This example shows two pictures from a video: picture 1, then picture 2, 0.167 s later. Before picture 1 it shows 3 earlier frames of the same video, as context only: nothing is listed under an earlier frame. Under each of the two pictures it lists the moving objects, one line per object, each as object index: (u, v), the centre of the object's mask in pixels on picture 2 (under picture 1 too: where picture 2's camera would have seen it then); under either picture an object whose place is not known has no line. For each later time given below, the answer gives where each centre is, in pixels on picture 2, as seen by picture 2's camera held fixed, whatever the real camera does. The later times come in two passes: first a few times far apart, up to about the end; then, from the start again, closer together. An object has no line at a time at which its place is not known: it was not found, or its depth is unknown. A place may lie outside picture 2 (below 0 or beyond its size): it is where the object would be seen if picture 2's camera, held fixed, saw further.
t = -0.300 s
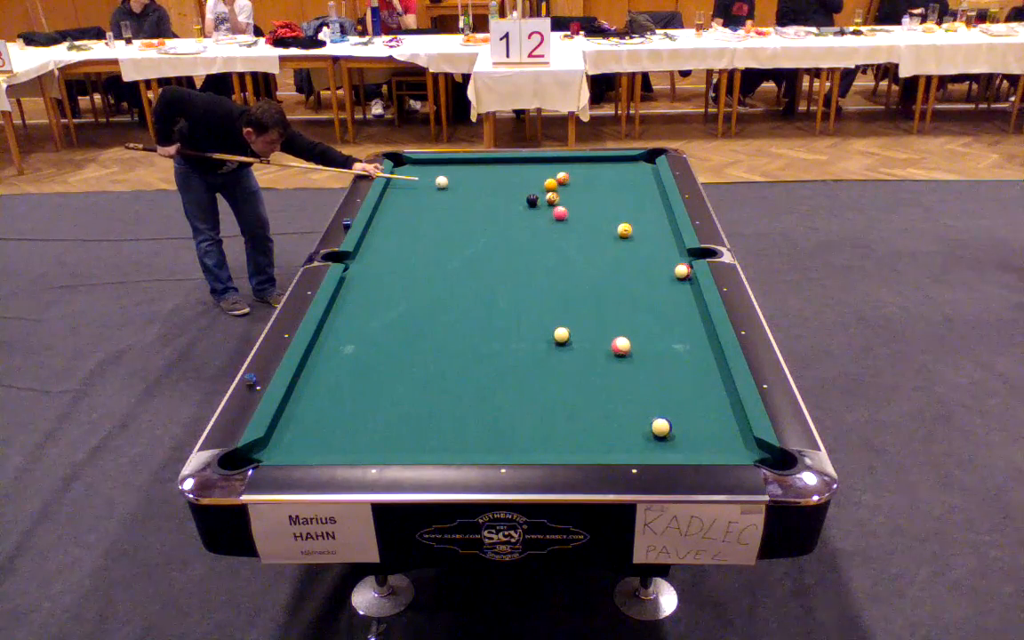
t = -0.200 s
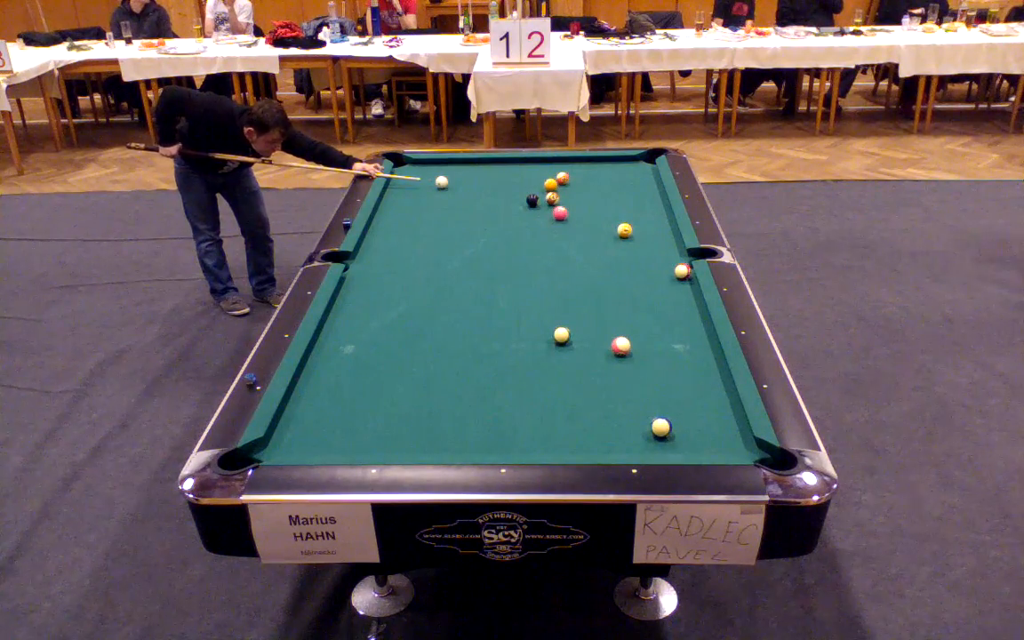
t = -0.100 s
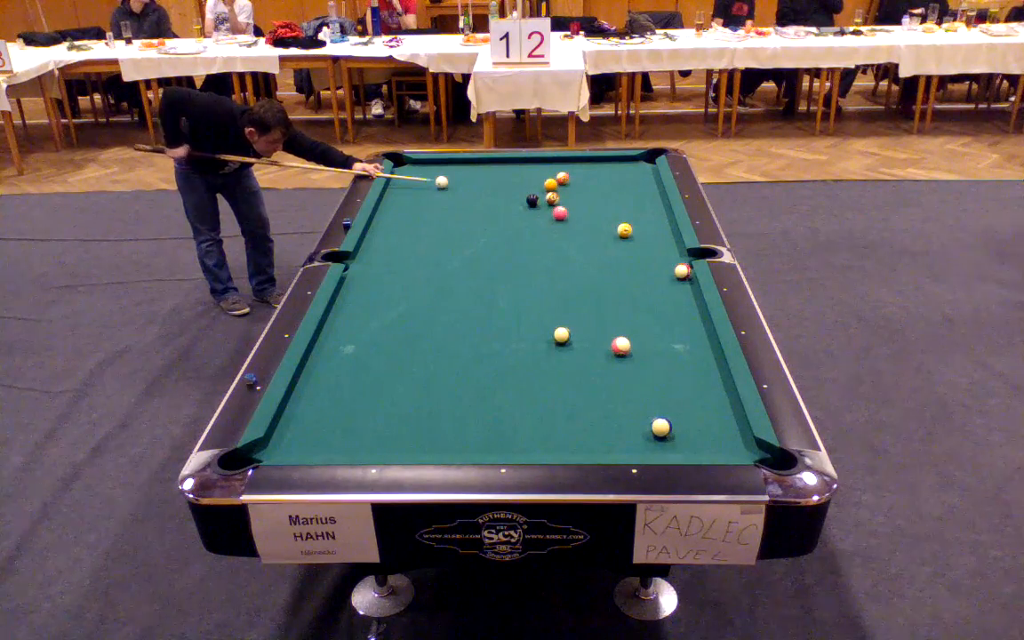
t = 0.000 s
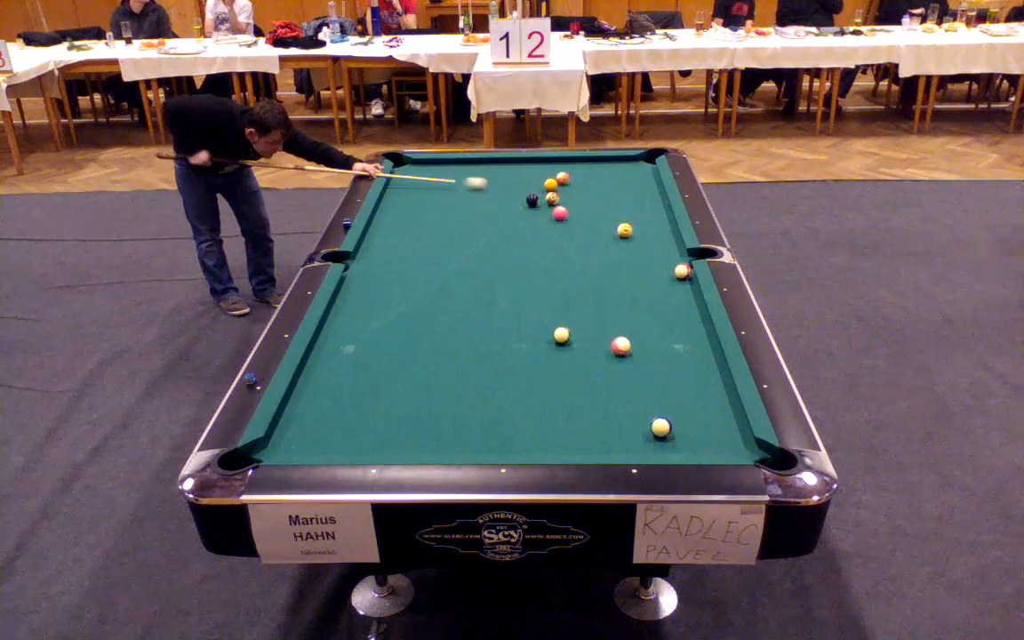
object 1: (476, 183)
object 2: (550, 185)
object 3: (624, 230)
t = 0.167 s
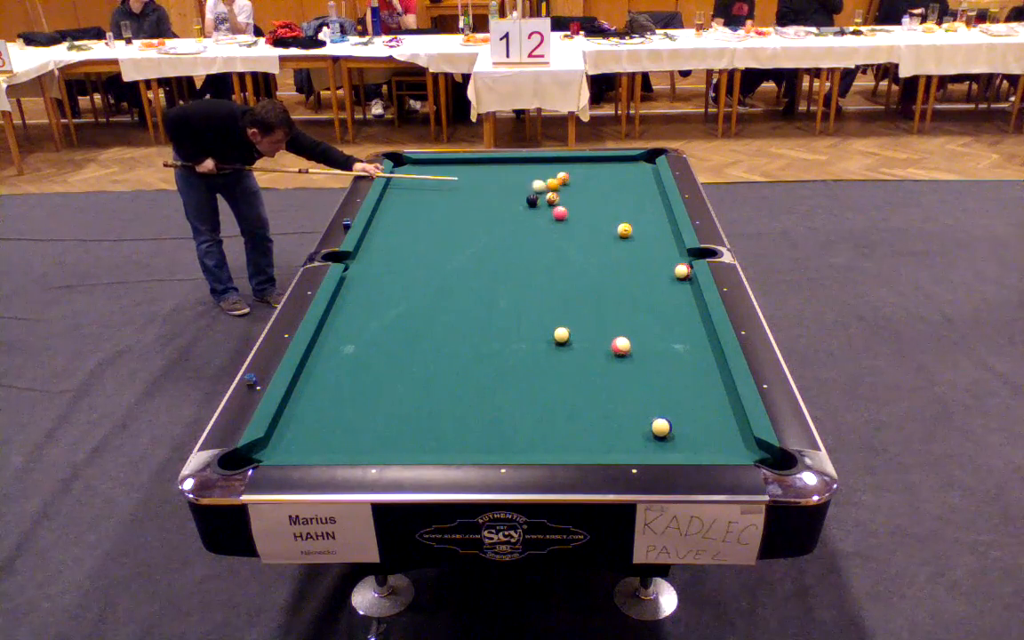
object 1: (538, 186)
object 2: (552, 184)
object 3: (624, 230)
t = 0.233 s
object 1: (542, 188)
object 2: (573, 182)
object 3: (625, 230)
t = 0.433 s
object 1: (564, 195)
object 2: (619, 178)
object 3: (625, 230)
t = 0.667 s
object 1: (594, 202)
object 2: (646, 175)
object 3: (624, 230)
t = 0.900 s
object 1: (625, 209)
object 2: (618, 174)
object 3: (625, 230)
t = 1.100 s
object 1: (651, 215)
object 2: (597, 173)
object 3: (624, 230)
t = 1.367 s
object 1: (660, 222)
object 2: (570, 172)
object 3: (624, 230)
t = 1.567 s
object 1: (648, 226)
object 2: (550, 171)
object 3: (625, 230)
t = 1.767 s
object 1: (639, 230)
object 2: (531, 171)
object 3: (623, 230)
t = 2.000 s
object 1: (638, 233)
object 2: (511, 170)
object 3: (614, 231)
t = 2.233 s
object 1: (637, 236)
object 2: (491, 169)
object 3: (606, 232)
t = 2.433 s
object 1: (636, 238)
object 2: (476, 168)
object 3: (601, 233)
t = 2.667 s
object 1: (635, 240)
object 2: (458, 167)
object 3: (595, 233)
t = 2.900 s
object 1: (634, 242)
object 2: (442, 166)
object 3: (590, 234)
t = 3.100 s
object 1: (634, 243)
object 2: (429, 166)
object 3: (587, 234)
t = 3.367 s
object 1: (634, 244)
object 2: (412, 164)
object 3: (584, 234)
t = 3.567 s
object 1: (634, 244)
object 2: (401, 164)
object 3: (583, 234)
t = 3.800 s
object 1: (634, 244)
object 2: (397, 162)
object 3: (583, 234)
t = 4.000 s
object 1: (634, 244)
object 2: (396, 165)
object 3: (583, 235)
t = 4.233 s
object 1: (634, 244)
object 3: (583, 235)
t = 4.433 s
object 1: (634, 244)
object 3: (582, 234)
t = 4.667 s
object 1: (634, 244)
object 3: (583, 234)
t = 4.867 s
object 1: (634, 244)
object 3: (583, 234)
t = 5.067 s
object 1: (634, 244)
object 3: (583, 234)
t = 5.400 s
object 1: (634, 244)
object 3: (583, 234)
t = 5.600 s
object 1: (634, 244)
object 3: (583, 235)
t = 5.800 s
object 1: (634, 244)
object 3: (583, 234)
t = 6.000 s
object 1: (634, 244)
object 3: (583, 235)
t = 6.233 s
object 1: (634, 244)
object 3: (583, 235)
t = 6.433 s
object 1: (634, 244)
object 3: (583, 234)
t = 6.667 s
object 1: (634, 244)
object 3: (583, 234)
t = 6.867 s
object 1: (634, 244)
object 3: (583, 235)
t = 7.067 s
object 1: (634, 244)
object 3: (583, 234)
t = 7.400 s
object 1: (634, 244)
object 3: (583, 235)
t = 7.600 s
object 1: (634, 244)
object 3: (583, 234)
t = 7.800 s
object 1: (634, 244)
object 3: (583, 234)
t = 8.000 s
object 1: (634, 244)
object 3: (583, 234)
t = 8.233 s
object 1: (634, 244)
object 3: (583, 235)
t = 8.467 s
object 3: (581, 233)
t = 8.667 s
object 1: (634, 244)
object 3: (583, 235)
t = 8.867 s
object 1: (634, 244)
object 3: (583, 234)
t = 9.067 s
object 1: (634, 244)
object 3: (583, 235)
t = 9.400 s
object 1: (634, 244)
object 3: (583, 235)
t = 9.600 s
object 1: (634, 244)
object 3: (583, 235)
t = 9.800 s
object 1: (634, 244)
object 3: (583, 235)
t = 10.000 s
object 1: (634, 244)
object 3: (583, 235)
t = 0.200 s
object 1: (540, 187)
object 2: (563, 183)
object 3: (625, 230)
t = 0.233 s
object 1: (542, 188)
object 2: (573, 182)
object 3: (625, 230)
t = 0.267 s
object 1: (544, 189)
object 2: (582, 182)
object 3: (624, 230)
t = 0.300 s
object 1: (546, 189)
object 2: (590, 181)
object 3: (624, 230)
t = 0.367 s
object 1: (557, 191)
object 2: (604, 180)
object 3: (624, 230)
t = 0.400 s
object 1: (561, 194)
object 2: (612, 179)
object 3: (624, 230)
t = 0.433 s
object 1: (564, 195)
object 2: (619, 178)
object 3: (625, 230)
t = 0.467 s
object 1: (568, 197)
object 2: (625, 177)
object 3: (625, 230)
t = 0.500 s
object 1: (573, 197)
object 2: (632, 177)
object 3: (625, 230)
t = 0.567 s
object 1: (581, 200)
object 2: (646, 176)
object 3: (625, 230)
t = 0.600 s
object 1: (585, 201)
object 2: (652, 176)
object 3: (625, 230)
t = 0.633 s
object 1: (589, 202)
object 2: (650, 175)
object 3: (624, 230)
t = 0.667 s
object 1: (594, 202)
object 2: (646, 175)
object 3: (624, 230)
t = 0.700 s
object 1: (598, 203)
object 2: (641, 175)
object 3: (624, 230)
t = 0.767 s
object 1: (607, 205)
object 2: (633, 175)
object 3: (624, 230)
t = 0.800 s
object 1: (611, 207)
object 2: (629, 175)
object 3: (625, 230)
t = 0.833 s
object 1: (616, 207)
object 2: (626, 175)
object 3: (625, 230)
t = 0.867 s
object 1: (620, 208)
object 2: (622, 174)
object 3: (625, 230)
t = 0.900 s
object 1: (625, 209)
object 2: (618, 174)
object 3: (625, 230)
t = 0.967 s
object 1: (634, 211)
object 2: (611, 174)
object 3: (625, 230)
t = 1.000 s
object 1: (638, 212)
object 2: (607, 174)
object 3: (625, 230)
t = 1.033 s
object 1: (642, 213)
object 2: (604, 174)
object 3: (625, 230)
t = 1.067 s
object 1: (647, 214)
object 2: (600, 173)
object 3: (625, 230)
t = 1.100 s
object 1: (651, 215)
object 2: (597, 173)
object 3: (624, 230)
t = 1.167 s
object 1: (660, 217)
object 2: (590, 173)
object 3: (624, 230)
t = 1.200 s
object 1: (665, 218)
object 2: (586, 173)
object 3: (625, 230)
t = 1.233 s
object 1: (668, 219)
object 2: (583, 173)
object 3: (625, 230)
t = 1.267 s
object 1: (666, 220)
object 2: (579, 173)
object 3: (625, 230)
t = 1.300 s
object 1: (664, 220)
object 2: (576, 173)
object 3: (625, 230)
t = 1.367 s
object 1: (660, 222)
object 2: (570, 172)
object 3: (624, 230)
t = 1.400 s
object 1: (658, 222)
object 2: (567, 171)
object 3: (624, 230)
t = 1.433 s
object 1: (656, 223)
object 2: (563, 170)
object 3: (624, 230)
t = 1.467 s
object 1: (654, 224)
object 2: (559, 169)
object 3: (625, 230)
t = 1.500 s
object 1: (652, 225)
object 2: (556, 170)
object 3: (625, 230)
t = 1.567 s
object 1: (648, 226)
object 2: (550, 171)
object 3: (625, 230)
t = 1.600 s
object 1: (646, 227)
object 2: (547, 171)
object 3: (624, 230)
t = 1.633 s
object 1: (645, 227)
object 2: (544, 171)
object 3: (624, 230)
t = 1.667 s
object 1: (643, 228)
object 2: (541, 171)
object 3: (624, 230)
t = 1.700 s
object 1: (641, 229)
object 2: (538, 171)
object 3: (624, 230)
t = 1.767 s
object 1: (639, 230)
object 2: (531, 171)
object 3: (623, 230)
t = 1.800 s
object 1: (638, 230)
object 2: (528, 170)
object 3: (622, 231)
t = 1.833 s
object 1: (638, 231)
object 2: (526, 170)
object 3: (621, 230)
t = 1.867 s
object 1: (638, 231)
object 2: (522, 170)
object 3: (619, 231)
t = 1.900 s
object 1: (638, 232)
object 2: (519, 170)
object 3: (618, 231)
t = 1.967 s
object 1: (638, 233)
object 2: (514, 170)
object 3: (615, 231)
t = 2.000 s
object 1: (638, 233)
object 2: (511, 170)
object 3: (614, 231)
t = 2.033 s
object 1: (637, 234)
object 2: (508, 169)
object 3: (613, 231)
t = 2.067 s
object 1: (637, 234)
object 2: (505, 169)
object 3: (612, 231)
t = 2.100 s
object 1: (637, 234)
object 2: (502, 169)
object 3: (611, 231)
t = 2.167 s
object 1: (637, 235)
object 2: (497, 169)
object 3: (608, 232)
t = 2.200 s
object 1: (637, 236)
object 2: (494, 169)
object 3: (607, 232)
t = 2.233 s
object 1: (637, 236)
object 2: (491, 169)
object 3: (606, 232)
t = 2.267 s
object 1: (636, 236)
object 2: (489, 168)
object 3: (605, 232)
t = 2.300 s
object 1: (636, 237)
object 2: (486, 168)
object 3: (605, 232)
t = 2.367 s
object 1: (636, 237)
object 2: (481, 168)
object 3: (603, 232)
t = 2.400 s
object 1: (636, 238)
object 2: (478, 168)
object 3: (602, 233)
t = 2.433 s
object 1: (636, 238)
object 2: (476, 168)
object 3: (601, 233)
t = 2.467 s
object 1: (635, 238)
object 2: (473, 168)
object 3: (600, 233)
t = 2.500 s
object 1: (635, 239)
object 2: (471, 168)
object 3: (599, 233)
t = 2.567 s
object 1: (635, 239)
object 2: (466, 167)
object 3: (597, 233)
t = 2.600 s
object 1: (635, 240)
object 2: (463, 167)
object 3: (597, 233)
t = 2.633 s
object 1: (635, 240)
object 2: (461, 167)
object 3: (596, 233)
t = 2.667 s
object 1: (635, 240)
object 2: (458, 167)
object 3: (595, 233)
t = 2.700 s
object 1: (635, 240)
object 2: (456, 167)
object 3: (594, 233)
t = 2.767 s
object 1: (635, 241)
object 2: (451, 167)
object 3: (593, 233)
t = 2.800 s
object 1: (635, 241)
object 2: (449, 167)
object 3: (592, 233)
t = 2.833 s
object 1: (635, 241)
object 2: (447, 166)
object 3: (591, 234)
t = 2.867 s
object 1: (634, 242)
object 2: (444, 166)
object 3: (591, 234)
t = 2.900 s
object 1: (634, 242)
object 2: (442, 166)
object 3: (590, 234)
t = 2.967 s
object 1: (634, 242)
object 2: (437, 166)
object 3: (589, 234)
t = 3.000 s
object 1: (634, 242)
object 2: (435, 166)
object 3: (589, 234)
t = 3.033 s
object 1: (634, 243)
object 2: (433, 166)
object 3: (588, 234)
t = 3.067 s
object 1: (634, 243)
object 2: (431, 166)
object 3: (587, 234)
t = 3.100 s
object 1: (634, 243)
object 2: (429, 166)
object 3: (587, 234)
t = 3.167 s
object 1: (634, 243)
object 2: (425, 165)
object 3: (586, 234)
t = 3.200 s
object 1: (634, 243)
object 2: (423, 165)
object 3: (586, 234)
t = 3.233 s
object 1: (634, 243)
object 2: (420, 165)
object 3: (585, 234)
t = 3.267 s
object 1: (634, 243)
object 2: (419, 165)
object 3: (585, 234)
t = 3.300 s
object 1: (634, 243)
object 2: (416, 165)
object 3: (585, 234)
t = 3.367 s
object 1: (634, 244)
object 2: (412, 164)
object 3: (584, 234)
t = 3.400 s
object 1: (634, 244)
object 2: (410, 164)
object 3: (584, 234)
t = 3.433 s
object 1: (634, 244)
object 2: (409, 164)
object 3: (584, 234)
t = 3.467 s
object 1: (634, 244)
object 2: (406, 164)
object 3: (584, 234)
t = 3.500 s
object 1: (634, 244)
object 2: (405, 164)
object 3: (583, 234)
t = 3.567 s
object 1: (634, 244)
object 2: (401, 164)
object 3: (583, 234)
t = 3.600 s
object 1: (634, 244)
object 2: (399, 164)
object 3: (583, 234)
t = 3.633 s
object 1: (634, 244)
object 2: (398, 163)
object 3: (583, 235)
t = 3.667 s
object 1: (634, 244)
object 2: (398, 163)
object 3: (583, 234)
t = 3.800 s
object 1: (634, 244)
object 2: (397, 162)
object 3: (583, 234)
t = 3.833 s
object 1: (634, 244)
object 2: (397, 162)
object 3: (582, 234)
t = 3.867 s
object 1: (634, 244)
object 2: (397, 161)
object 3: (583, 234)
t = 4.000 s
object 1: (634, 244)
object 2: (396, 165)
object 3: (583, 235)
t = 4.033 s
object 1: (634, 244)
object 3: (583, 234)
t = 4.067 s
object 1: (634, 244)
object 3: (583, 235)
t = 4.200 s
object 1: (634, 244)
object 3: (583, 234)
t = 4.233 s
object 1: (634, 244)
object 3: (583, 235)
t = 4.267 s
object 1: (634, 244)
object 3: (583, 234)
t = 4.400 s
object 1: (634, 244)
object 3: (582, 234)
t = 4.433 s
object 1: (634, 244)
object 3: (582, 234)
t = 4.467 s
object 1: (634, 244)
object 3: (583, 234)
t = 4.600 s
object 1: (634, 244)
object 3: (582, 234)
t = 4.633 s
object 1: (634, 244)
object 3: (582, 234)
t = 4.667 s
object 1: (634, 244)
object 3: (583, 234)
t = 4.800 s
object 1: (634, 244)
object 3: (583, 234)
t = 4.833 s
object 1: (634, 244)
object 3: (583, 234)
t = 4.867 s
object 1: (634, 244)
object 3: (583, 234)
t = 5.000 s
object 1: (634, 244)
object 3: (583, 234)
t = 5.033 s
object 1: (634, 244)
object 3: (583, 234)
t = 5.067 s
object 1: (634, 244)
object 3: (583, 234)
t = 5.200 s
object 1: (634, 244)
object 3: (583, 234)
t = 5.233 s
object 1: (634, 244)
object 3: (583, 235)
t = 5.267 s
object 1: (634, 244)
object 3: (583, 235)
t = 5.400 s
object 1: (634, 244)
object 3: (583, 234)
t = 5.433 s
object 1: (634, 244)
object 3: (583, 235)
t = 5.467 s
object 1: (634, 244)
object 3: (583, 235)
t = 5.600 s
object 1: (634, 244)
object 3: (583, 235)
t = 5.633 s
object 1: (634, 244)
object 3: (583, 235)
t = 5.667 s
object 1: (634, 244)
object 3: (583, 235)
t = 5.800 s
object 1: (634, 244)
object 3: (583, 234)
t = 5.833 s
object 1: (634, 244)
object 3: (583, 235)
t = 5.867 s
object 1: (634, 244)
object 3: (583, 235)
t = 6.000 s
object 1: (634, 244)
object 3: (583, 235)
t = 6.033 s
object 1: (634, 244)
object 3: (583, 235)
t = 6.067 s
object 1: (634, 244)
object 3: (583, 235)
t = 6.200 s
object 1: (634, 244)
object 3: (583, 235)
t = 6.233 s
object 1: (634, 244)
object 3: (583, 235)
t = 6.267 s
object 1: (634, 244)
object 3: (583, 235)
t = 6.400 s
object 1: (634, 244)
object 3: (583, 235)
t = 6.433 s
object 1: (634, 244)
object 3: (583, 234)
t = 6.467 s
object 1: (634, 244)
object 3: (583, 234)
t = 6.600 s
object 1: (634, 244)
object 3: (583, 235)
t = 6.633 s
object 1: (634, 244)
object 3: (583, 234)
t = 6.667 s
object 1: (634, 244)
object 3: (583, 234)
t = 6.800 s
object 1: (634, 244)
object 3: (583, 235)
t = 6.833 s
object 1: (634, 244)
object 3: (583, 235)
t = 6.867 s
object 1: (634, 244)
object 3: (583, 235)
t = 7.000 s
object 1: (634, 244)
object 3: (583, 235)
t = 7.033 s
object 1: (634, 244)
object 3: (583, 235)
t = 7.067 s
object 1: (634, 244)
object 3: (583, 234)
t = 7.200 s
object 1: (634, 244)
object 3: (583, 234)
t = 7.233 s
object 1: (634, 244)
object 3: (583, 235)
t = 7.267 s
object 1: (634, 244)
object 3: (583, 235)
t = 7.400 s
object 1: (634, 244)
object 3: (583, 235)
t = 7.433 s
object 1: (634, 244)
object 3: (583, 235)
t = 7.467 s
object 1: (634, 244)
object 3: (583, 235)
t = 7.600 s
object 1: (634, 244)
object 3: (583, 234)
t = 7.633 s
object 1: (634, 244)
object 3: (583, 234)
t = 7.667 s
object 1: (634, 244)
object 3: (583, 234)
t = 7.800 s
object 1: (634, 244)
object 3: (583, 234)
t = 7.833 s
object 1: (634, 244)
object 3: (583, 234)
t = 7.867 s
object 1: (634, 244)
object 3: (583, 234)
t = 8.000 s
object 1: (634, 244)
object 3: (583, 234)
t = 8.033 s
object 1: (634, 244)
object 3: (583, 234)
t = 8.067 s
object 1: (634, 244)
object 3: (583, 234)
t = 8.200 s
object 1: (634, 244)
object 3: (583, 234)
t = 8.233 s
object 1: (634, 244)
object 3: (583, 235)
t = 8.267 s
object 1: (634, 244)
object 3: (583, 235)
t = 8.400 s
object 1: (634, 244)
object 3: (583, 233)
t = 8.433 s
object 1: (635, 243)
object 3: (583, 231)
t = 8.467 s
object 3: (581, 233)
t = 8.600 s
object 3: (582, 234)
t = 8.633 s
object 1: (633, 242)
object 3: (583, 234)
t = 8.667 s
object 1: (634, 244)
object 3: (583, 235)
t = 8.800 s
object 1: (634, 244)
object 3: (583, 235)
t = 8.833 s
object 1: (634, 244)
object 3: (583, 234)
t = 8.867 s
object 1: (634, 244)
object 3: (583, 234)
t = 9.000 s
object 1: (634, 244)
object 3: (583, 235)
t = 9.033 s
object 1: (634, 244)
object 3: (583, 235)
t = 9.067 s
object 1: (634, 244)
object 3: (583, 235)
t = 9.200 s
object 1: (634, 244)
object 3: (583, 235)
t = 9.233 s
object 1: (634, 244)
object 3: (583, 235)
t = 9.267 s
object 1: (634, 244)
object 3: (583, 235)
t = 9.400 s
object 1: (634, 244)
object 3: (583, 235)
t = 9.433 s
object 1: (634, 244)
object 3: (583, 234)
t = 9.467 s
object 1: (634, 244)
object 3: (583, 235)
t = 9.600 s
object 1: (634, 244)
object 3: (583, 235)
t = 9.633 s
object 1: (634, 244)
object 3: (583, 234)
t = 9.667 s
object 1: (634, 244)
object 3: (583, 235)
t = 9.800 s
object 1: (634, 244)
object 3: (583, 235)
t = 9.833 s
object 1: (634, 244)
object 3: (583, 235)
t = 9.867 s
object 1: (634, 244)
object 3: (583, 234)
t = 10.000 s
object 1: (634, 244)
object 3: (583, 235)
